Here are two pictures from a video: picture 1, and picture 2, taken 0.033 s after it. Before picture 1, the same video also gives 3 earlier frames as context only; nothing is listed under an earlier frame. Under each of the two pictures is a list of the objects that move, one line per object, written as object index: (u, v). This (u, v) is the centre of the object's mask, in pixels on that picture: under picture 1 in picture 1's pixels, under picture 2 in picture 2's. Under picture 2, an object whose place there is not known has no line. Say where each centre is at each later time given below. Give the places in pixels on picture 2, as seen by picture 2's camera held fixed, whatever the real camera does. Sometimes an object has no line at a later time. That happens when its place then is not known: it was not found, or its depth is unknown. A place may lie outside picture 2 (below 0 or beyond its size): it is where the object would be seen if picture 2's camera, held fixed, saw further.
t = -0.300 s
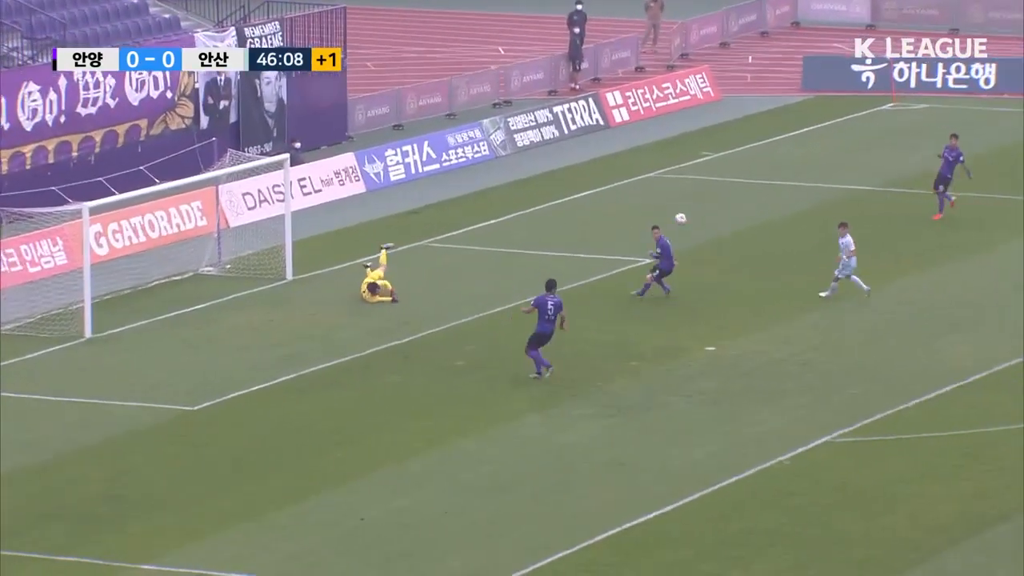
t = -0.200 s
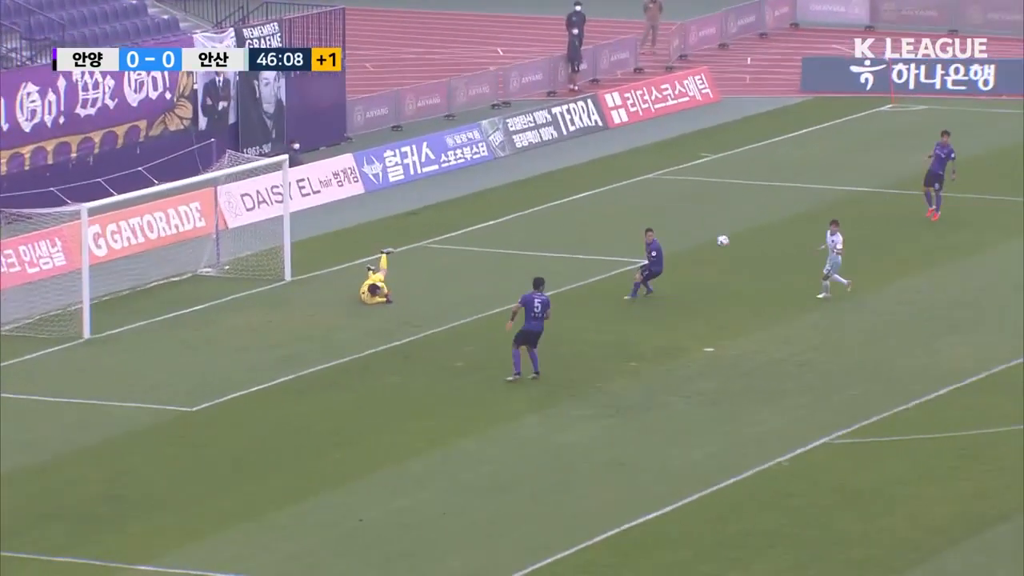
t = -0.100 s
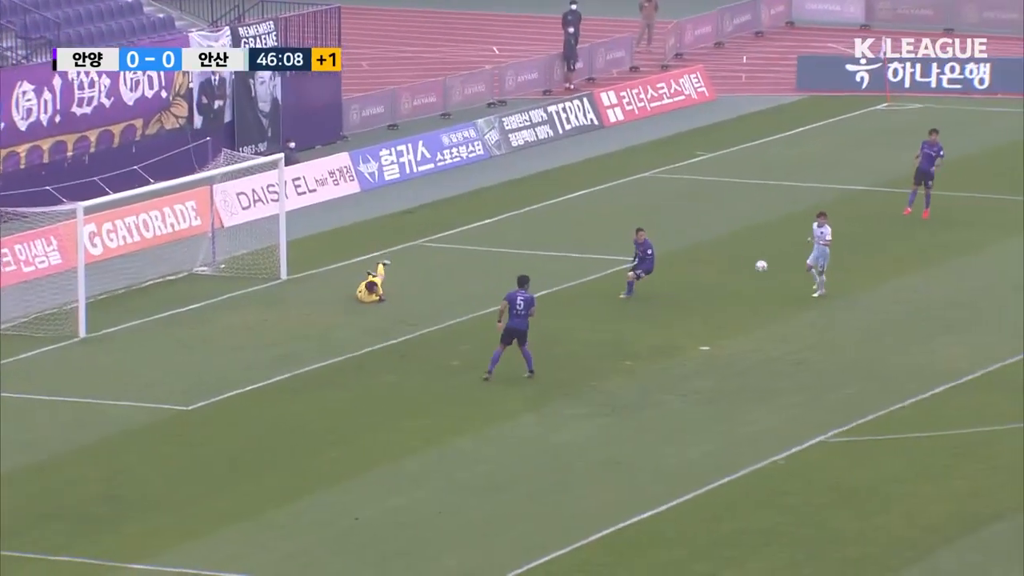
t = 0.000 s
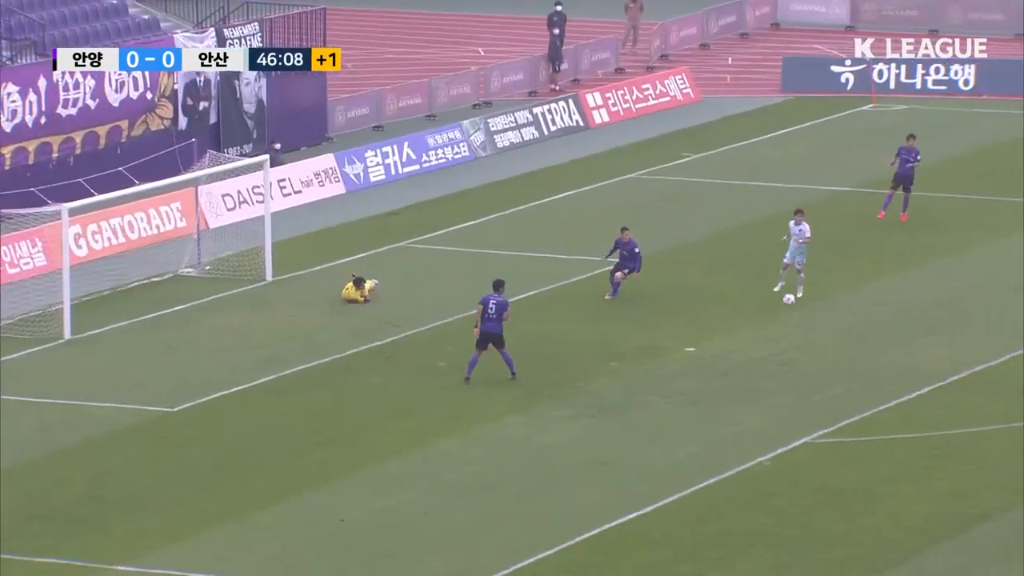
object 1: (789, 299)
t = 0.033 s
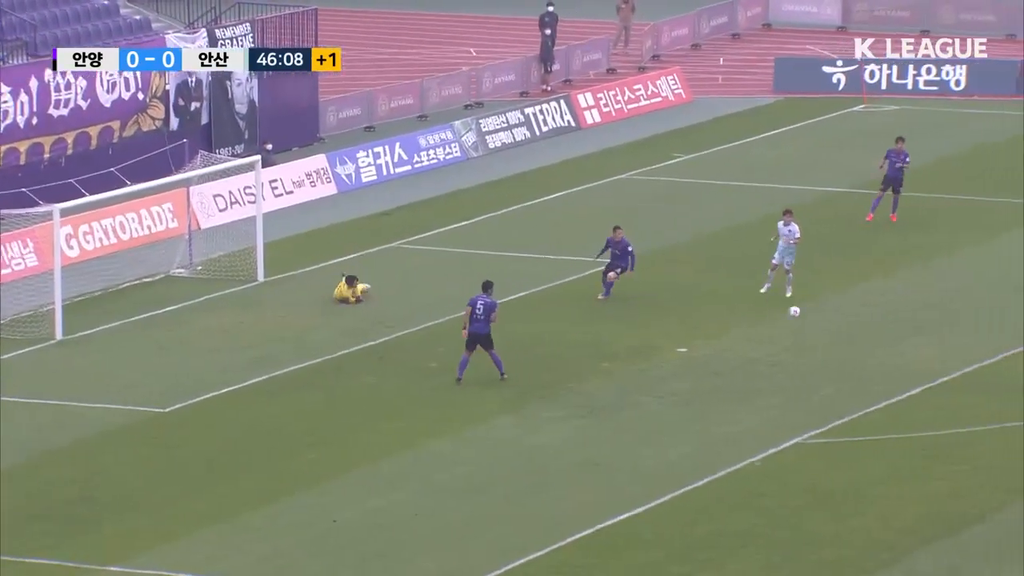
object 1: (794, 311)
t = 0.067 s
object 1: (807, 324)
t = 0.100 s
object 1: (819, 325)
